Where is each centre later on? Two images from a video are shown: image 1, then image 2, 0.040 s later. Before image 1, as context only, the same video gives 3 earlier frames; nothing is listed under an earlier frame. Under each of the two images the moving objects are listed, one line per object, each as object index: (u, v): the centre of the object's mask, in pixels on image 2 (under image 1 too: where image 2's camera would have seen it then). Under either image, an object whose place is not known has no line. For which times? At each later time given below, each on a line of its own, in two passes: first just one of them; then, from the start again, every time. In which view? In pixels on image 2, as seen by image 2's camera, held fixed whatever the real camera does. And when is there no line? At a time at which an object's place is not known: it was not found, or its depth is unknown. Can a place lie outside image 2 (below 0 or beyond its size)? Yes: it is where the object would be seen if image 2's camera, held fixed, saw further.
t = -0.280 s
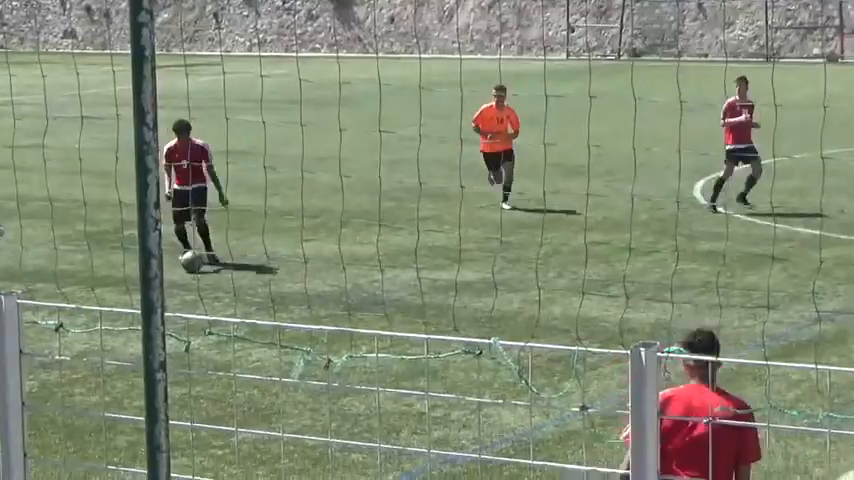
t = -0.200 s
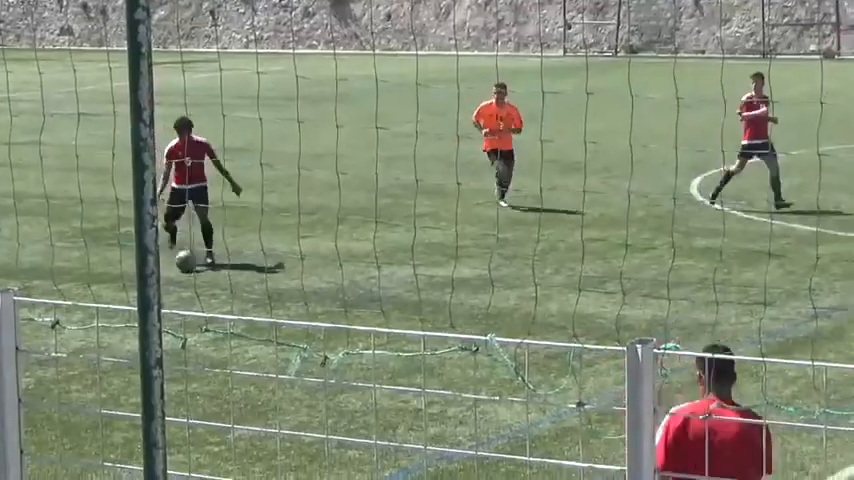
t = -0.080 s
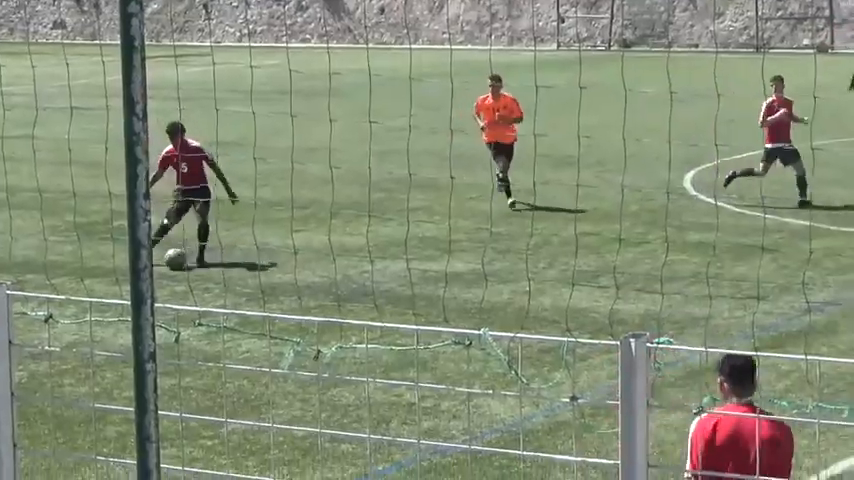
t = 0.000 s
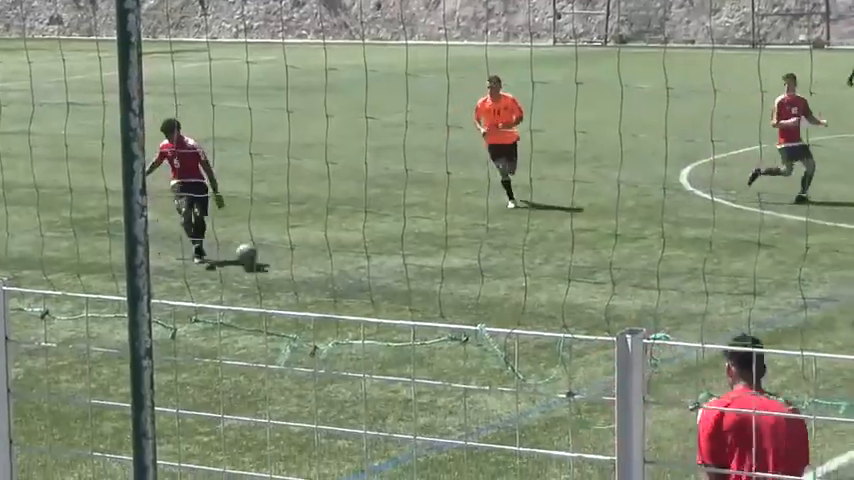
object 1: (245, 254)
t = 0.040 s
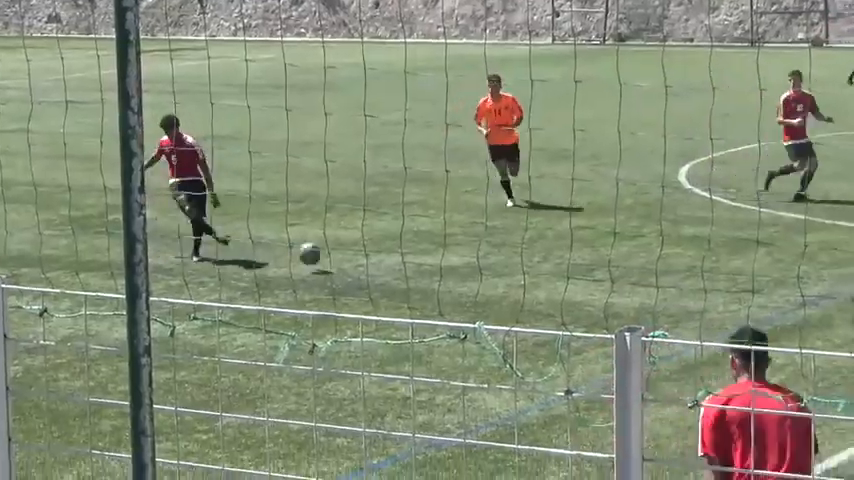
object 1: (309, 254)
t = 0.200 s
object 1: (581, 273)
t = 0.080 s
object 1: (375, 256)
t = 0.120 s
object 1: (442, 259)
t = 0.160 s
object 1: (511, 265)
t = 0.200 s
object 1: (581, 273)
